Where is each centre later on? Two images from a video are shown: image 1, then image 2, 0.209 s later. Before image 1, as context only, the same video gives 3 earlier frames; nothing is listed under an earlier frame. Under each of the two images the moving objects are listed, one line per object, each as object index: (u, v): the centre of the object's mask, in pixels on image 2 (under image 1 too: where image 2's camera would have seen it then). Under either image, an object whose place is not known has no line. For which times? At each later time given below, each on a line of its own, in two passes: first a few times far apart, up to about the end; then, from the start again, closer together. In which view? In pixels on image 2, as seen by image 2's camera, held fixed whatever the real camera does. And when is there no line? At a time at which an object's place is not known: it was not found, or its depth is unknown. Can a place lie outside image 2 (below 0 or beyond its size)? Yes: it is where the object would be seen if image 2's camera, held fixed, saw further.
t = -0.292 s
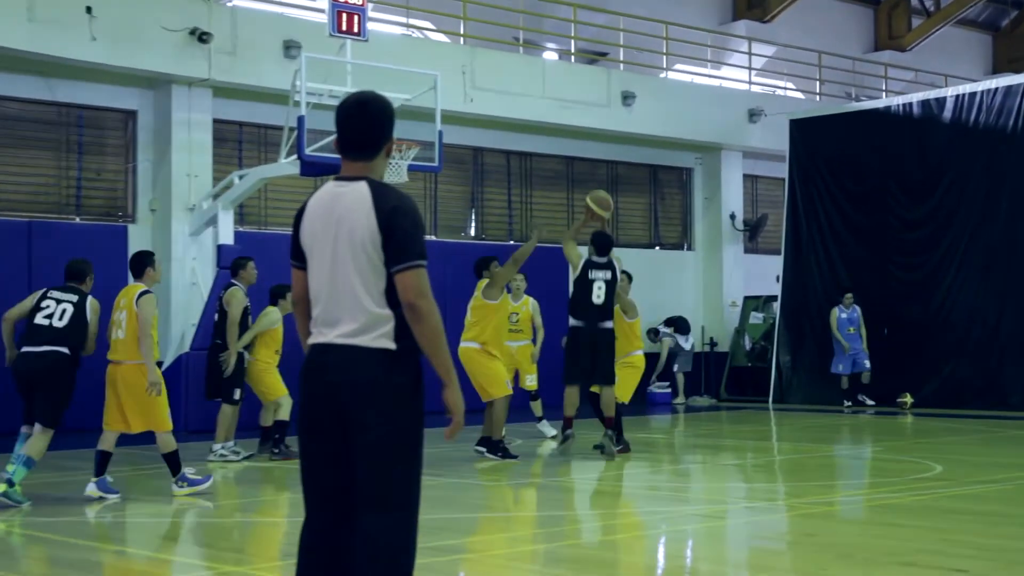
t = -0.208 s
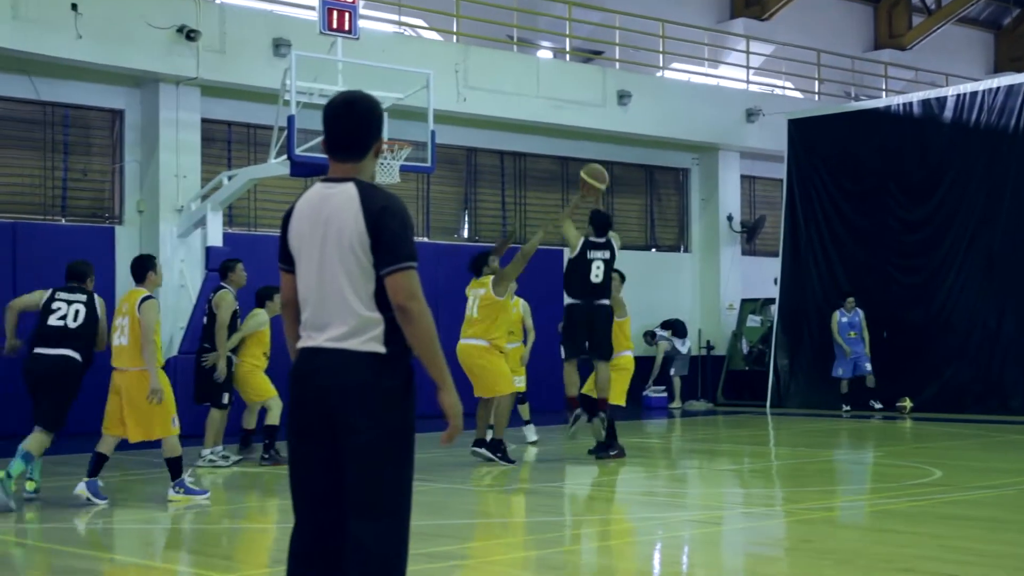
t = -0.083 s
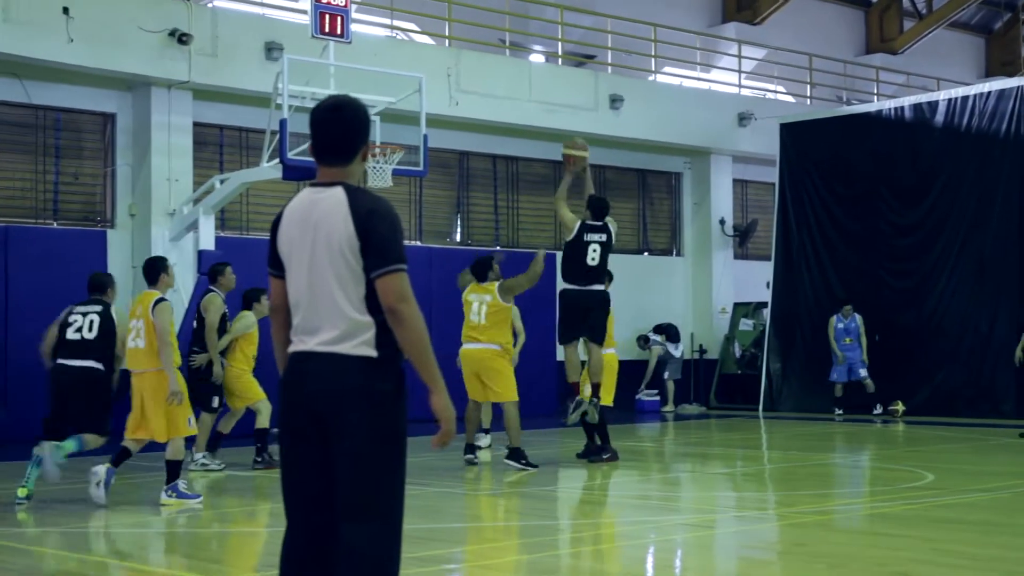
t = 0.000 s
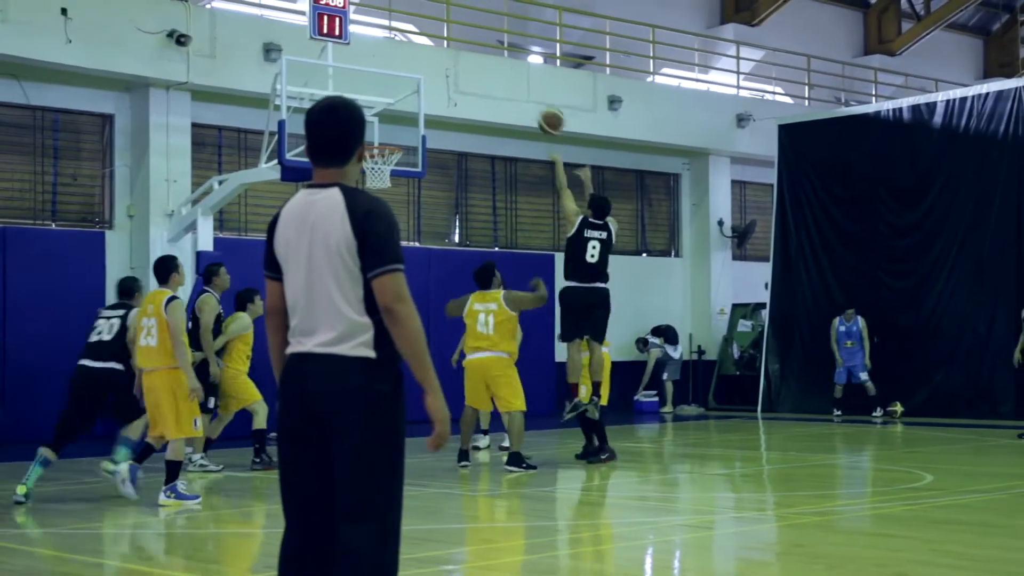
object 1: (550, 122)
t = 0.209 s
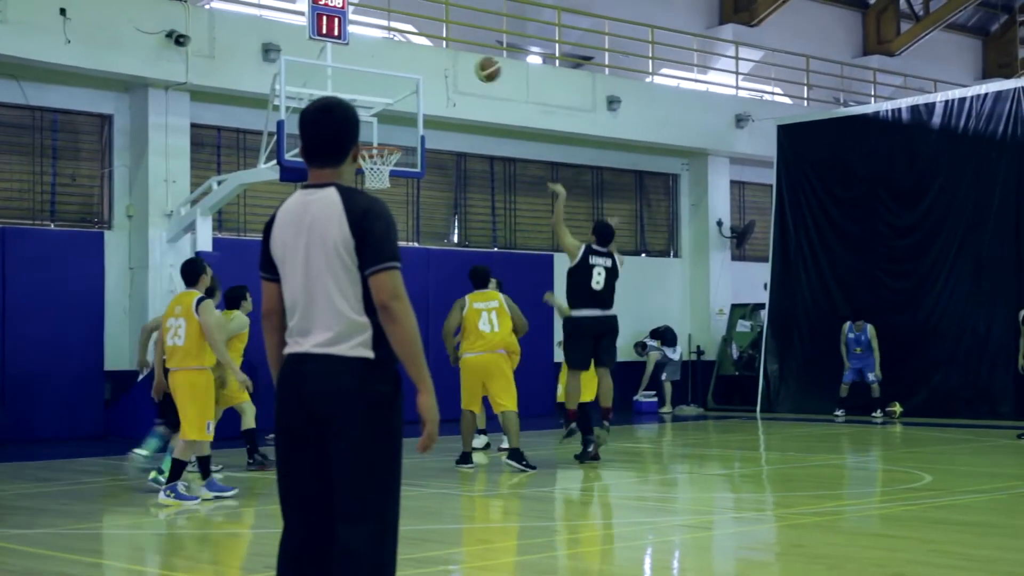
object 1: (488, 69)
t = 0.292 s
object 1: (465, 62)
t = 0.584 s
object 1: (392, 92)
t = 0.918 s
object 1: (365, 100)
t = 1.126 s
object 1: (378, 93)
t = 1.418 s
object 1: (396, 133)
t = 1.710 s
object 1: (391, 136)
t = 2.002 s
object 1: (373, 139)
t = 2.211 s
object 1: (369, 144)
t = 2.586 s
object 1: (380, 189)
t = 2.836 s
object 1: (376, 202)
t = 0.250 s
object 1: (476, 64)
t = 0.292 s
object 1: (465, 62)
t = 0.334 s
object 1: (454, 62)
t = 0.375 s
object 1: (443, 63)
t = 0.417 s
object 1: (433, 65)
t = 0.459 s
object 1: (422, 69)
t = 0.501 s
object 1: (412, 75)
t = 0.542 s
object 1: (402, 83)
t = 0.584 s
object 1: (392, 92)
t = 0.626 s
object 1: (382, 101)
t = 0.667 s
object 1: (373, 115)
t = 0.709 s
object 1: (368, 129)
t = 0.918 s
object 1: (365, 100)
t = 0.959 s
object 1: (367, 96)
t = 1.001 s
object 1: (369, 94)
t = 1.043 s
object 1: (372, 94)
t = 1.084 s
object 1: (375, 93)
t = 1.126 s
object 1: (378, 93)
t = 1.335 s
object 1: (389, 128)
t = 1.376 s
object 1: (395, 139)
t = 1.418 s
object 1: (396, 133)
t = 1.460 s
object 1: (395, 129)
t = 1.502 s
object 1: (394, 126)
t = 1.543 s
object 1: (394, 125)
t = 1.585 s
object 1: (393, 125)
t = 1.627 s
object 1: (392, 127)
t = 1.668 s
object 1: (391, 131)
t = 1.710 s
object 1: (391, 136)
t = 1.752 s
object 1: (389, 138)
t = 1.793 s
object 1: (387, 136)
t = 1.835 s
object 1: (384, 135)
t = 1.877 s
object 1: (381, 134)
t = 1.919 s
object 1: (378, 135)
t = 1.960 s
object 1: (375, 136)
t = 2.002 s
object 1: (373, 139)
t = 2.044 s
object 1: (370, 141)
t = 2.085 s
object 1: (370, 141)
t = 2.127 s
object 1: (371, 141)
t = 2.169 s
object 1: (371, 142)
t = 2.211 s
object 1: (369, 144)
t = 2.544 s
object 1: (378, 188)
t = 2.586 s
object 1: (380, 189)
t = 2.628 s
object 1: (379, 190)
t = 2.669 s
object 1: (379, 191)
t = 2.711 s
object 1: (377, 193)
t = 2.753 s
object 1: (377, 194)
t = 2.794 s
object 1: (376, 196)
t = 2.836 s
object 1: (376, 202)
